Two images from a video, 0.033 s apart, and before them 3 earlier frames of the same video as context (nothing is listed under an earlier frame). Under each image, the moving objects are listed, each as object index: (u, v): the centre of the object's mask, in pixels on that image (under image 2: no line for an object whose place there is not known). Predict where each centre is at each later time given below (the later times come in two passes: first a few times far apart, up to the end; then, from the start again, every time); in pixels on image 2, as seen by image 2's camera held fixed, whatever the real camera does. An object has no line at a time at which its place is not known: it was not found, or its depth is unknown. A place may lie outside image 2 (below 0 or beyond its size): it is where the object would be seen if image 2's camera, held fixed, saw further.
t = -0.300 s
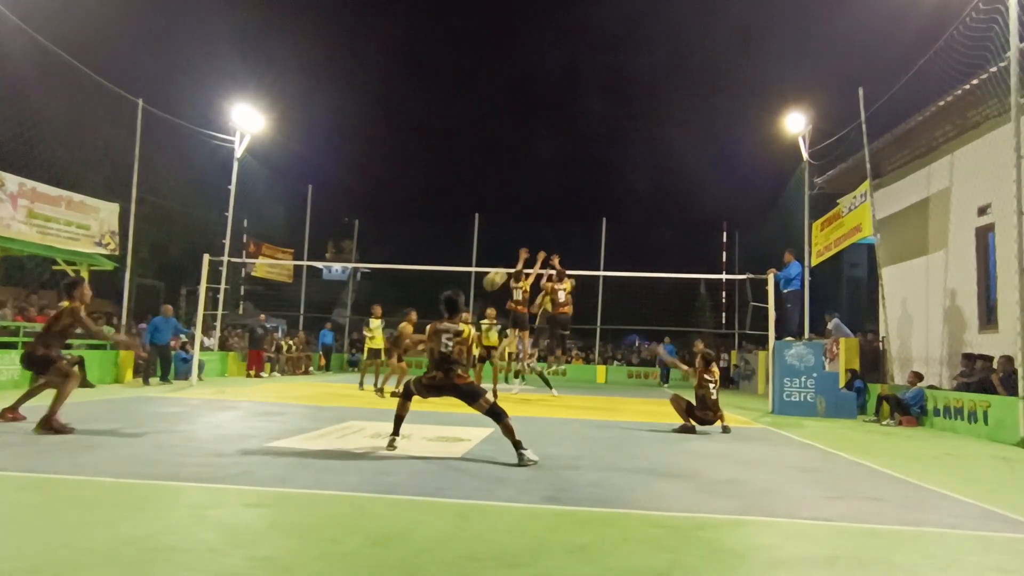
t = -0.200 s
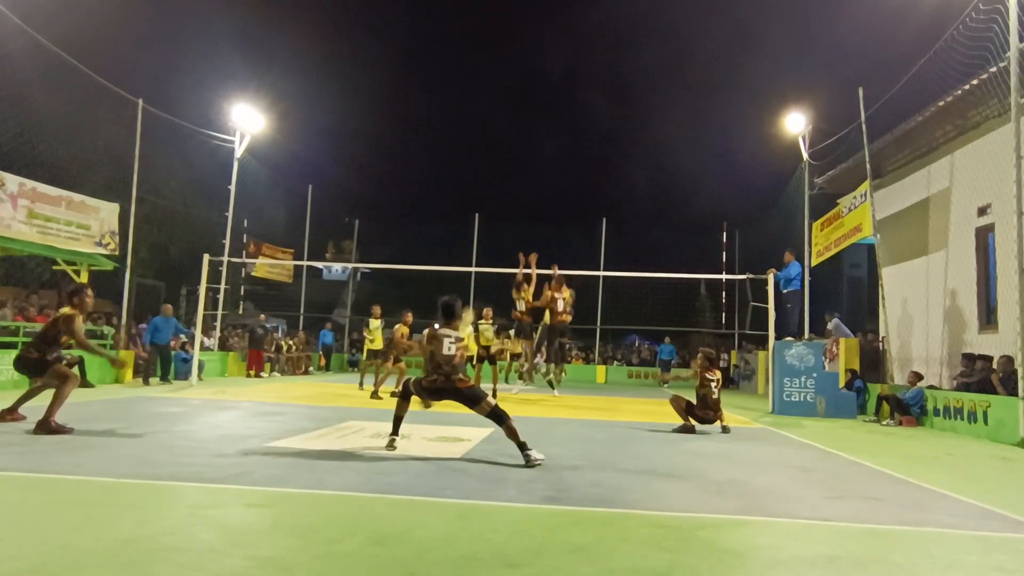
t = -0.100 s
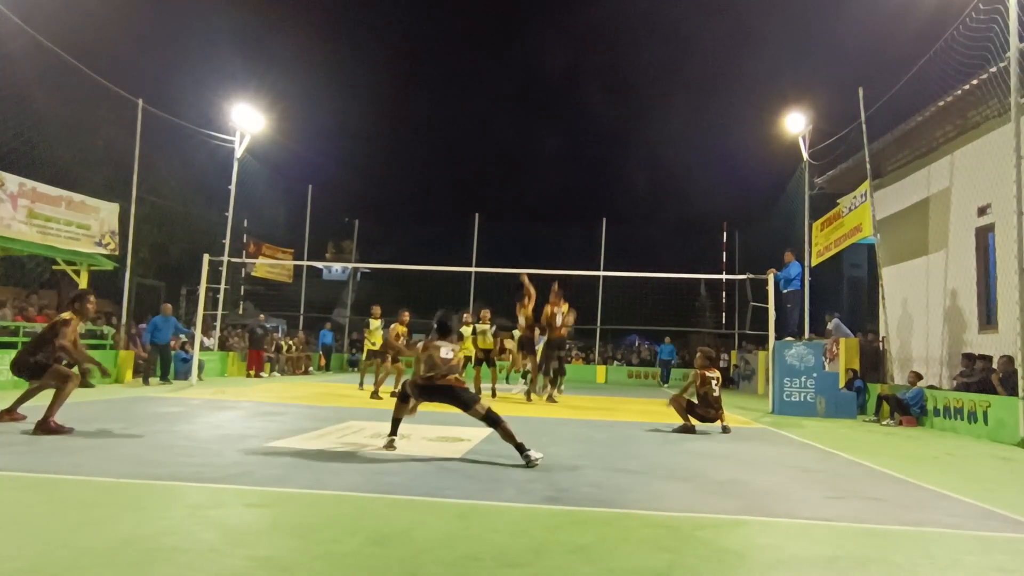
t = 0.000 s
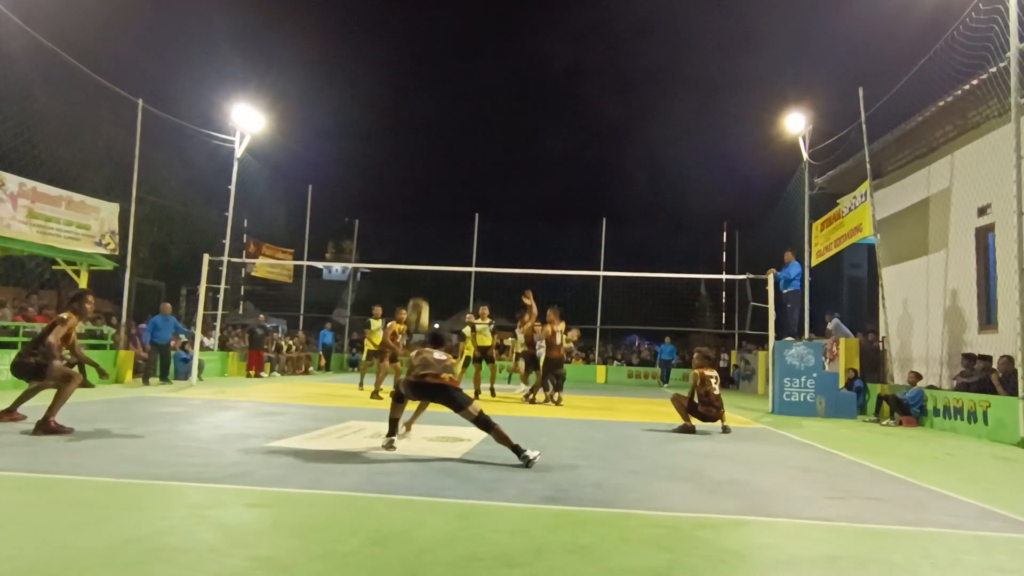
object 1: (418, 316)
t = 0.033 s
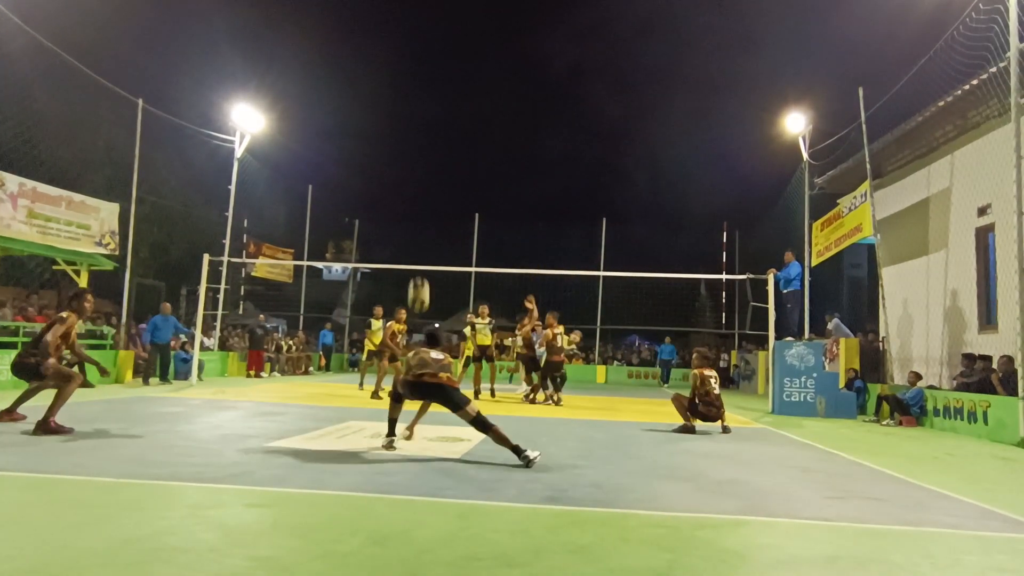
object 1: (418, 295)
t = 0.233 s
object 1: (420, 206)
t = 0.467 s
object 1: (418, 164)
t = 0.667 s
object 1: (415, 160)
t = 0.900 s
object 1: (409, 183)
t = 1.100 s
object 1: (404, 221)
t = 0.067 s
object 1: (419, 275)
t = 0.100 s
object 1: (420, 255)
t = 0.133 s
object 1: (420, 243)
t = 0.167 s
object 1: (420, 229)
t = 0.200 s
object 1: (420, 217)
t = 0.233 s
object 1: (420, 206)
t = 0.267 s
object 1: (420, 197)
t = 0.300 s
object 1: (420, 188)
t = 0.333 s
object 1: (420, 182)
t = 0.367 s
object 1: (419, 176)
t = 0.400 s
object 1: (419, 170)
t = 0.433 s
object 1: (419, 167)
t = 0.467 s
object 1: (418, 164)
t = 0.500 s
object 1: (418, 161)
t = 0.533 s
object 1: (417, 159)
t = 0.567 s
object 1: (417, 158)
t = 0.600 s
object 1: (416, 158)
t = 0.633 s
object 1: (415, 159)
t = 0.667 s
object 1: (415, 160)
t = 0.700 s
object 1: (414, 161)
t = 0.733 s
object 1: (413, 164)
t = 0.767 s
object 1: (413, 167)
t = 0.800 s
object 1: (412, 170)
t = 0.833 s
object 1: (411, 174)
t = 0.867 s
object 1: (410, 178)
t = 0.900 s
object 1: (409, 183)
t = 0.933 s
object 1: (409, 188)
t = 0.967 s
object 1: (408, 194)
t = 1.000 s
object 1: (407, 200)
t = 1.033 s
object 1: (406, 207)
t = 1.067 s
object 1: (405, 214)
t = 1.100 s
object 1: (404, 221)
